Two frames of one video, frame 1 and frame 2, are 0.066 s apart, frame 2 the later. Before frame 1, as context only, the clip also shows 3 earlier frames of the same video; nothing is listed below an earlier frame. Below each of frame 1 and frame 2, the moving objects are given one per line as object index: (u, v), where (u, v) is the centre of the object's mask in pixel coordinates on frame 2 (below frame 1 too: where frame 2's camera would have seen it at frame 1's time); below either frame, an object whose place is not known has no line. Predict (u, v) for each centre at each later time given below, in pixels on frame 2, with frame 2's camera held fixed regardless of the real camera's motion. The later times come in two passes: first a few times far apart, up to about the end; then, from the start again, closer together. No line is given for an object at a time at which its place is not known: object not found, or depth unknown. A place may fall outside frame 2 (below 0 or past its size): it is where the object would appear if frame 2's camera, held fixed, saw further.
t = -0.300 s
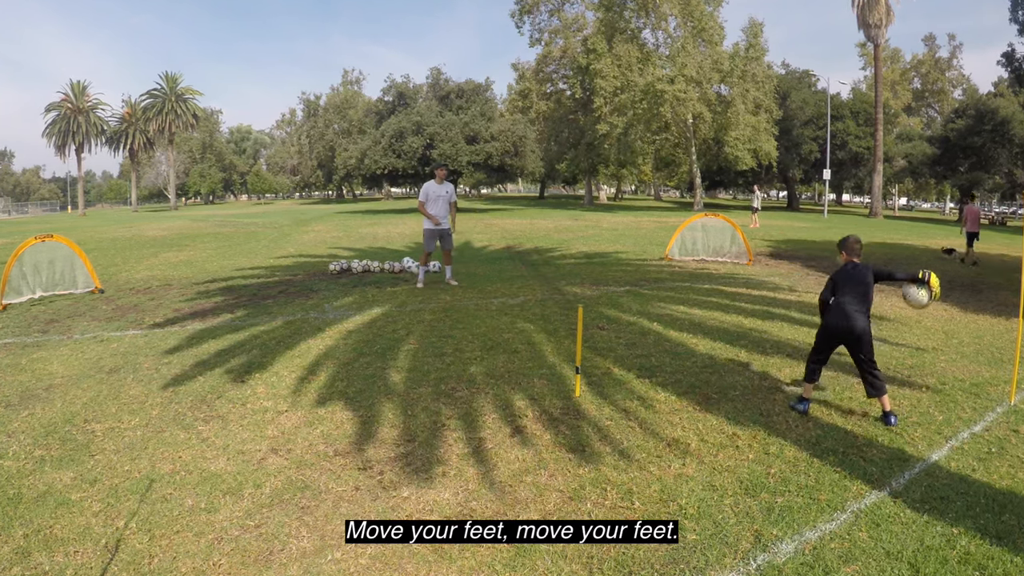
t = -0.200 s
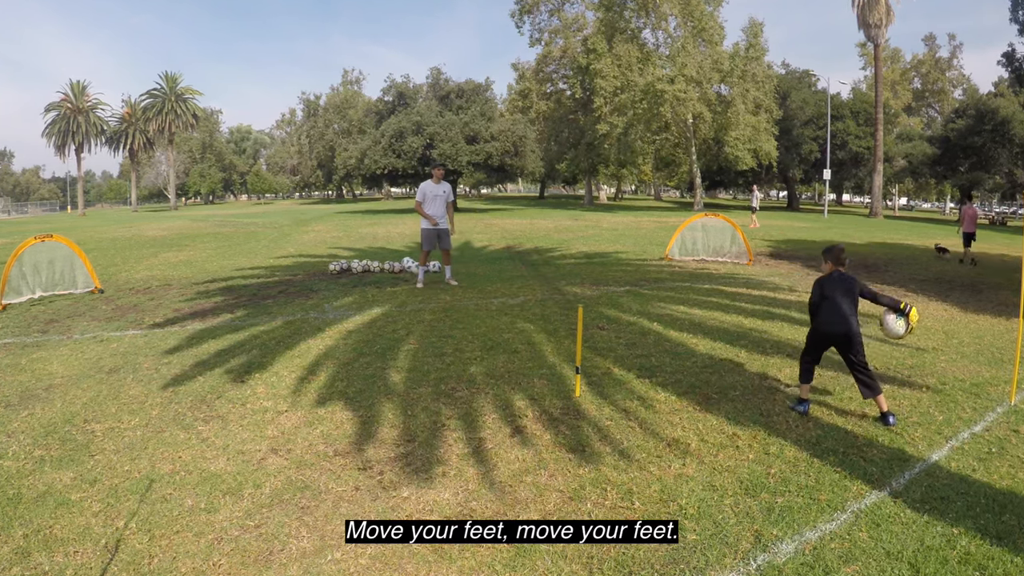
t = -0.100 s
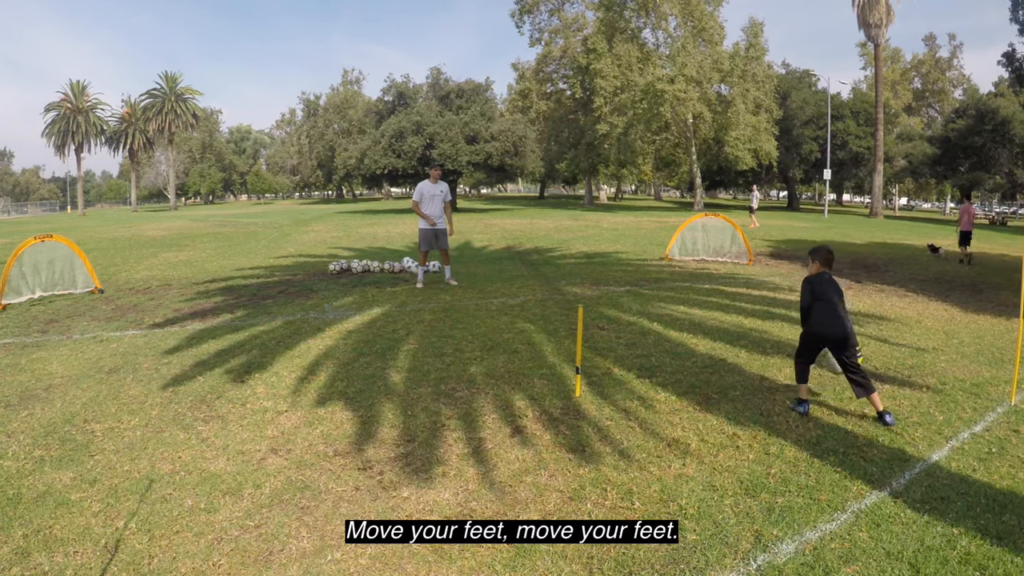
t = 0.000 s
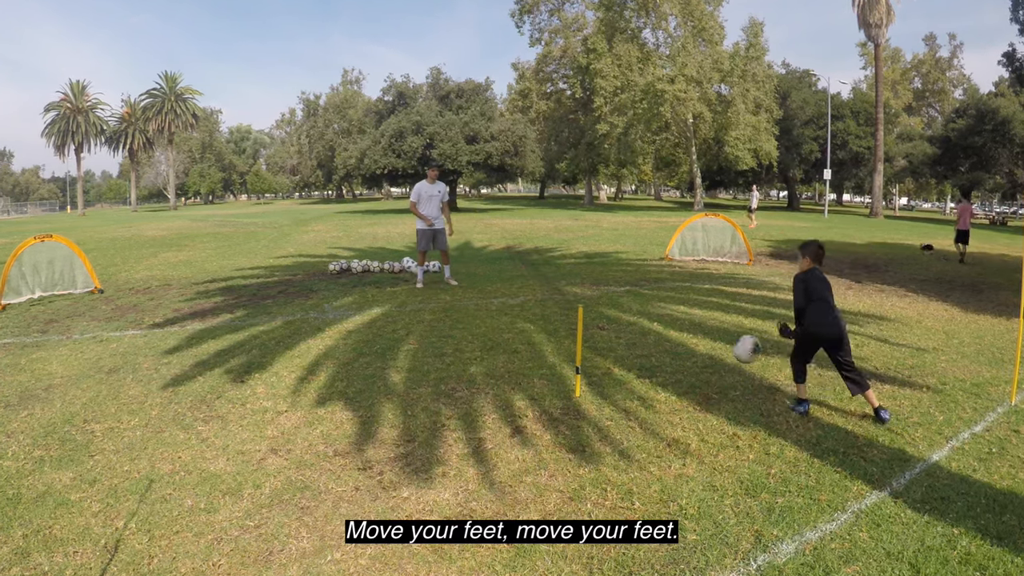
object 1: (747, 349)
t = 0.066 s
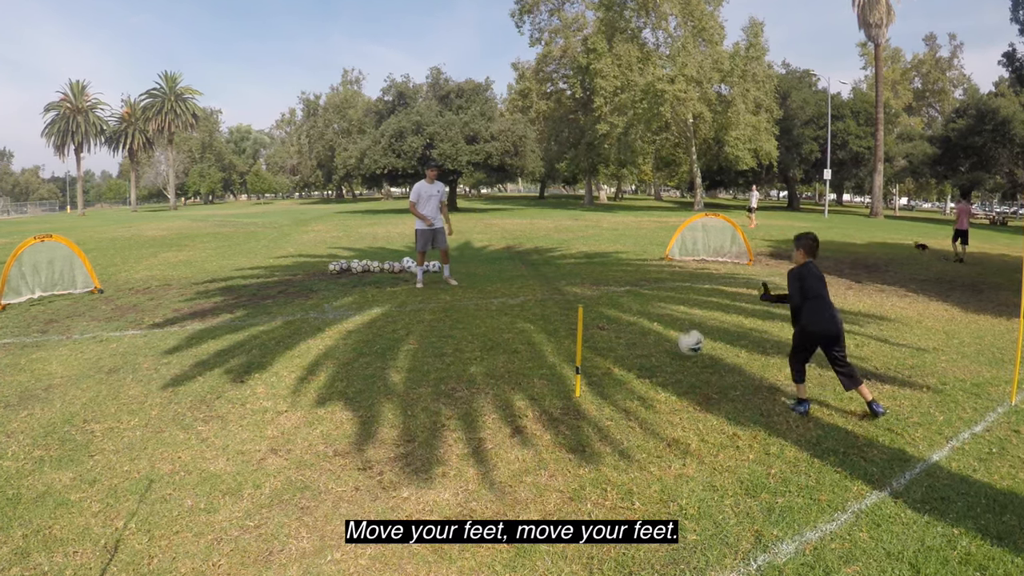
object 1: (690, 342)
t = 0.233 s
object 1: (598, 320)
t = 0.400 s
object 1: (540, 306)
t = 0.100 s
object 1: (665, 342)
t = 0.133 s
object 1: (642, 342)
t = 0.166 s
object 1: (626, 335)
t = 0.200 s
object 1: (612, 327)
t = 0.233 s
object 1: (598, 320)
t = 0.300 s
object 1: (572, 310)
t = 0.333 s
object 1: (562, 308)
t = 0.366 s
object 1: (550, 307)
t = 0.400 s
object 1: (540, 306)
